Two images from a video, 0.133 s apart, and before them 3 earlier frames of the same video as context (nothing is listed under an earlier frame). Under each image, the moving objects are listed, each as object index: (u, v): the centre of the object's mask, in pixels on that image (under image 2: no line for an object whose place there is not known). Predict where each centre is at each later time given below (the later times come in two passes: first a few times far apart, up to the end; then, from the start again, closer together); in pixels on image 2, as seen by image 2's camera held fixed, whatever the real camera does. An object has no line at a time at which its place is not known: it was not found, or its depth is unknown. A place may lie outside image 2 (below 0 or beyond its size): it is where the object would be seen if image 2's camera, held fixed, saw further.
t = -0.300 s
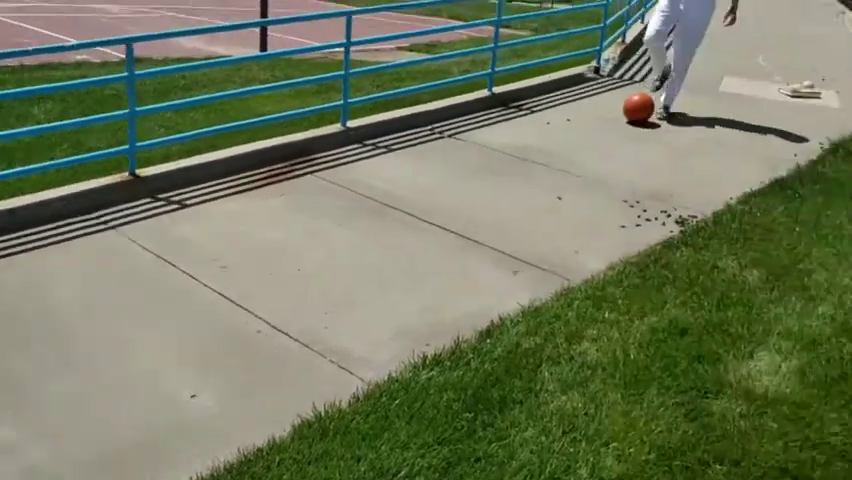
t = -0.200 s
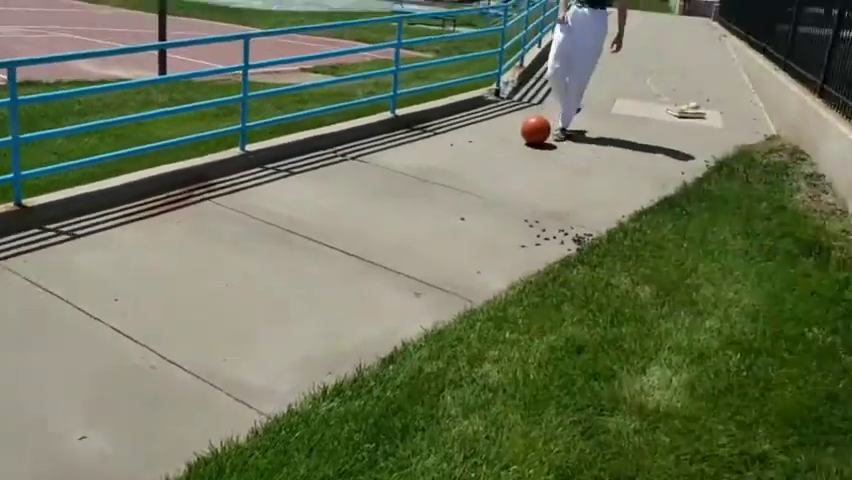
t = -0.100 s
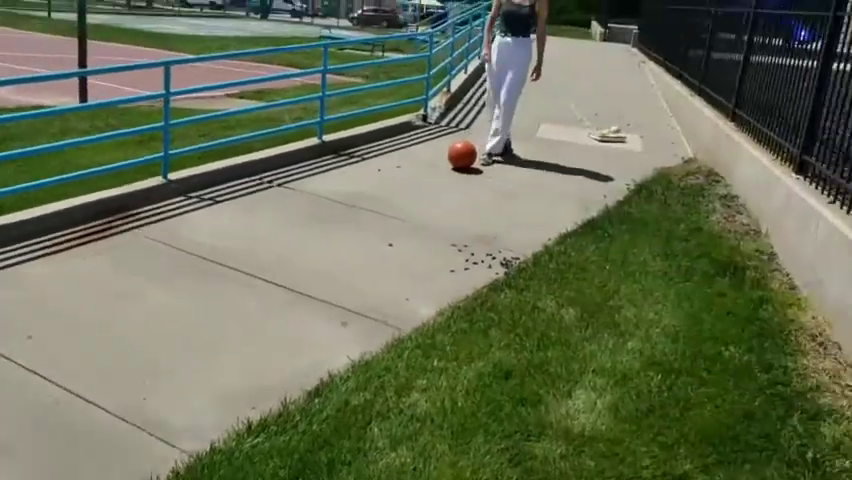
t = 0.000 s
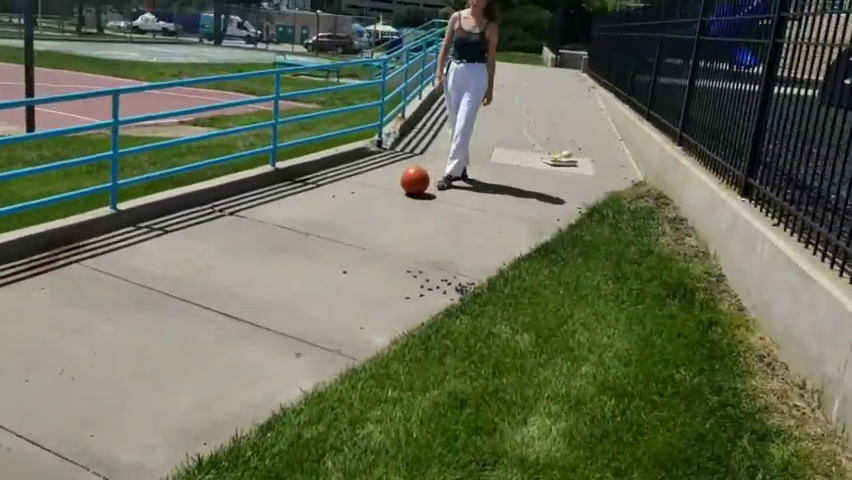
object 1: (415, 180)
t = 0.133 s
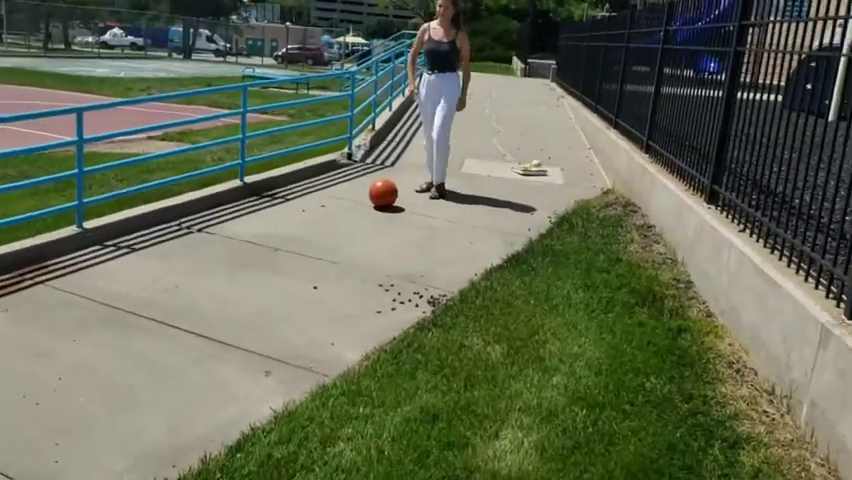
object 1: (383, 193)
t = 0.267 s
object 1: (380, 194)
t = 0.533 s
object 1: (375, 196)
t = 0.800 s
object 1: (367, 199)
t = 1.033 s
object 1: (358, 202)
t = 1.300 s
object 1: (347, 206)
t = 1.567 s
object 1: (334, 211)
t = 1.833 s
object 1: (319, 217)
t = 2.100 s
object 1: (303, 224)
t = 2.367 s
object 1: (285, 231)
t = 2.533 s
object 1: (272, 236)
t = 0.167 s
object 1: (382, 194)
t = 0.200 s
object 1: (382, 194)
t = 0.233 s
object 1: (381, 194)
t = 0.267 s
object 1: (380, 194)
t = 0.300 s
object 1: (380, 194)
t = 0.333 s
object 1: (379, 194)
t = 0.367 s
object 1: (378, 195)
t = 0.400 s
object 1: (377, 195)
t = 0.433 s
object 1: (376, 195)
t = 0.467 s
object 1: (376, 196)
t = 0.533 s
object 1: (375, 196)
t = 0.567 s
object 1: (374, 196)
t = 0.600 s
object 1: (373, 197)
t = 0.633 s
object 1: (372, 197)
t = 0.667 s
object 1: (371, 197)
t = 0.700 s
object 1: (370, 198)
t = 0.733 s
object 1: (369, 198)
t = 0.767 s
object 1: (368, 198)
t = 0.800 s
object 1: (367, 199)
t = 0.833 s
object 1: (366, 199)
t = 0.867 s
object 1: (365, 199)
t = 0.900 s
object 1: (364, 200)
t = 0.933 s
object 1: (363, 200)
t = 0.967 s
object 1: (360, 201)
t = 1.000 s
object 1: (359, 202)
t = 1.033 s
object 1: (358, 202)
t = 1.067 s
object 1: (357, 202)
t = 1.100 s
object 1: (356, 203)
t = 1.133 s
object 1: (354, 204)
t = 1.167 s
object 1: (353, 204)
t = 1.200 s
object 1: (351, 205)
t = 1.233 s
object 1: (350, 206)
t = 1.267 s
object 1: (349, 206)
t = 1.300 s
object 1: (347, 206)
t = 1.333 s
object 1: (345, 207)
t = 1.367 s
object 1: (344, 208)
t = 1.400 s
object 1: (342, 208)
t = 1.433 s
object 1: (340, 209)
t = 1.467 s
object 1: (339, 209)
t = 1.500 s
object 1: (337, 210)
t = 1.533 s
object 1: (335, 210)
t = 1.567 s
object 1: (334, 211)
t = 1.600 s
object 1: (332, 212)
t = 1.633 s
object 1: (330, 213)
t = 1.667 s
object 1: (328, 214)
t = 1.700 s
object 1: (326, 214)
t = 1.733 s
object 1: (325, 215)
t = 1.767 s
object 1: (323, 216)
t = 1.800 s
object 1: (321, 216)
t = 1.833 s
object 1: (319, 217)
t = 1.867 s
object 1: (317, 218)
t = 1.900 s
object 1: (315, 219)
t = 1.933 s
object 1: (313, 220)
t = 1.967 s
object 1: (311, 221)
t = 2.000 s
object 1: (309, 222)
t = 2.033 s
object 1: (308, 222)
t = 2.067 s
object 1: (305, 223)
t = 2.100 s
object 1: (303, 224)
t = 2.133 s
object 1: (301, 225)
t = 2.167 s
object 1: (299, 226)
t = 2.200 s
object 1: (297, 227)
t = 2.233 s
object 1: (294, 227)
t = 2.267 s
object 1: (292, 229)
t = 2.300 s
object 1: (290, 230)
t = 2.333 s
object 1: (287, 230)
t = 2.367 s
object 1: (285, 231)
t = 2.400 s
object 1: (282, 233)
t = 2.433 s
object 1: (280, 234)
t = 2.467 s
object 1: (277, 234)
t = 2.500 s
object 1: (274, 235)
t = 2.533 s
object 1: (272, 236)
